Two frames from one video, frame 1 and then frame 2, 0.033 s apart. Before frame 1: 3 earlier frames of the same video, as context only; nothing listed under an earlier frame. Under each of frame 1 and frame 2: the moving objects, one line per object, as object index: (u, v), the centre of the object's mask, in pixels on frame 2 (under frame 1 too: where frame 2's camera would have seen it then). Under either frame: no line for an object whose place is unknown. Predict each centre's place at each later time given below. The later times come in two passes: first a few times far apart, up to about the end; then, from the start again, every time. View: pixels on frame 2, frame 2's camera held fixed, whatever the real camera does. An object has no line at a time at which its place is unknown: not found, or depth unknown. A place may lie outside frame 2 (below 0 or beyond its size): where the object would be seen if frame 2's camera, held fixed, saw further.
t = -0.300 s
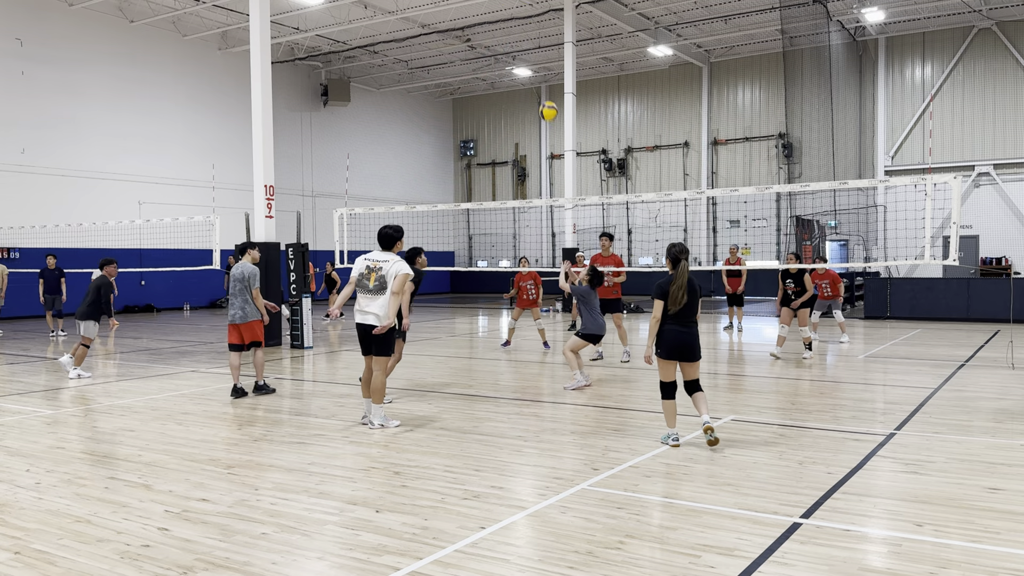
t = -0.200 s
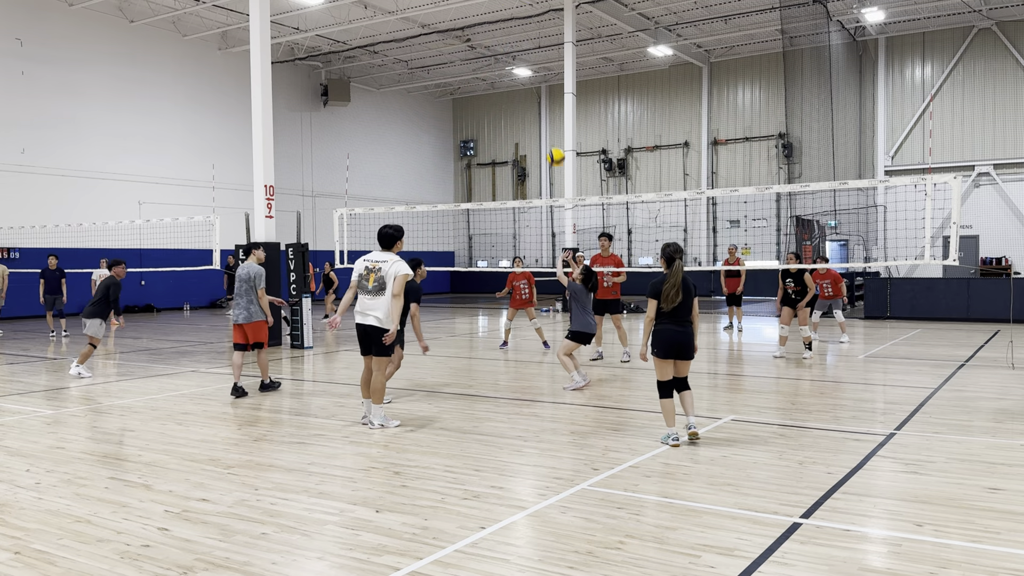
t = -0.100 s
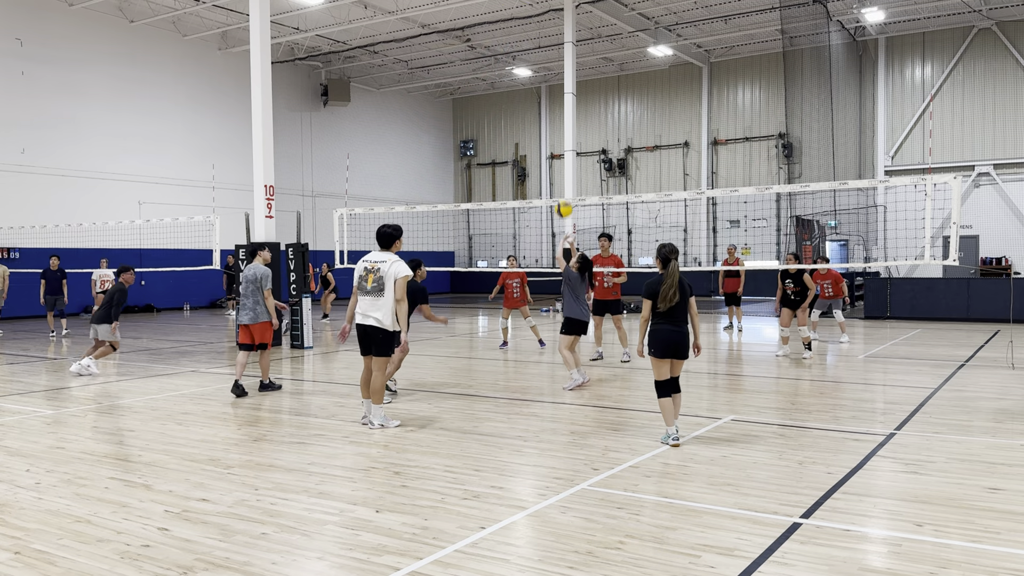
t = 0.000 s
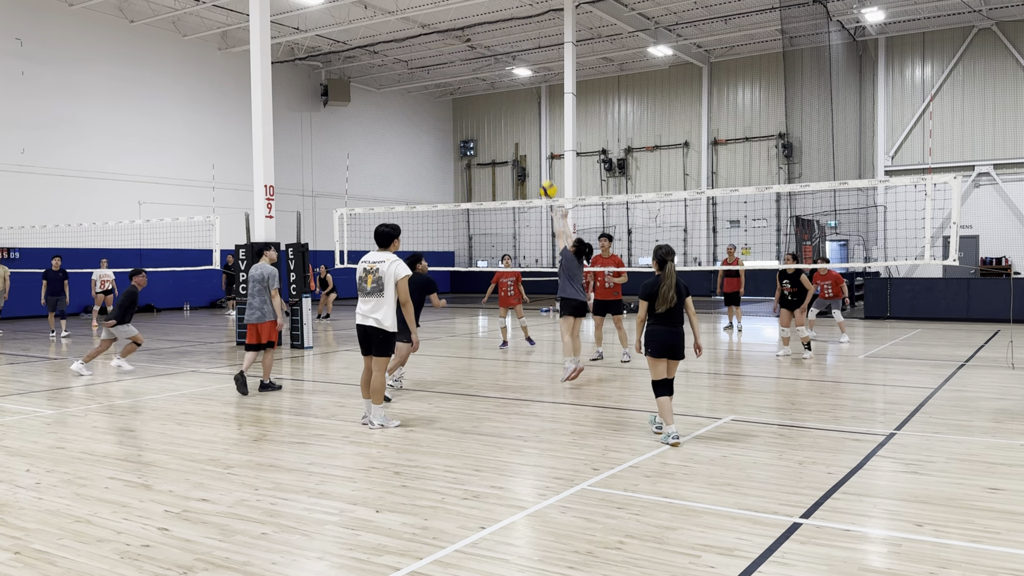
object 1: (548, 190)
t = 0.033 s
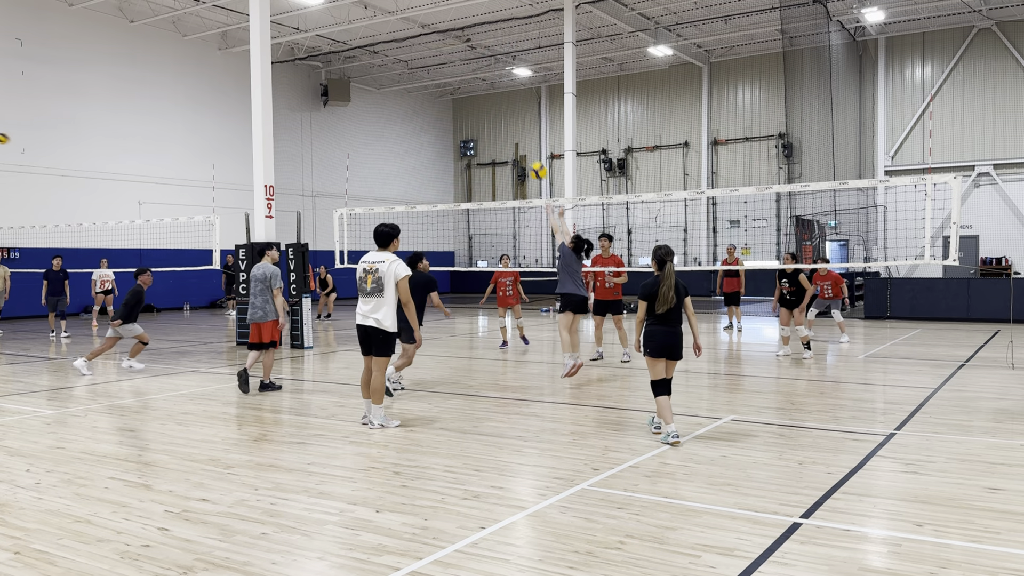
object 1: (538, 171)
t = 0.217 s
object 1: (489, 91)
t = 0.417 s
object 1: (440, 39)
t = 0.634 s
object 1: (391, 22)
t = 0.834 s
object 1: (350, 40)
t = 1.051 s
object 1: (310, 90)
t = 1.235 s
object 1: (280, 154)
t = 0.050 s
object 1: (533, 162)
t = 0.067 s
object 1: (529, 154)
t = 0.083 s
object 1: (524, 146)
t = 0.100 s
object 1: (520, 138)
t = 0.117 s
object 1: (515, 131)
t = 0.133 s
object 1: (511, 123)
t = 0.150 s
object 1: (506, 116)
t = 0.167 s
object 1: (502, 109)
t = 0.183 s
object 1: (498, 103)
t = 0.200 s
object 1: (493, 97)
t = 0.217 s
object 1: (489, 91)
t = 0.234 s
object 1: (485, 85)
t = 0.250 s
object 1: (481, 80)
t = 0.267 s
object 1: (477, 74)
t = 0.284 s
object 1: (472, 69)
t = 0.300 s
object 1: (468, 65)
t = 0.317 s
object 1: (464, 60)
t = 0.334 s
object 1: (460, 56)
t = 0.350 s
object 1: (456, 52)
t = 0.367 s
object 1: (452, 49)
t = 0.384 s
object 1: (448, 45)
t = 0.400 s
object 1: (444, 42)
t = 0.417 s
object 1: (440, 39)
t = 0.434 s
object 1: (436, 36)
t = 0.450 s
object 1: (432, 33)
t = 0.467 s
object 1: (428, 31)
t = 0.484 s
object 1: (424, 29)
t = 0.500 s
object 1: (420, 28)
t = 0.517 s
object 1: (417, 26)
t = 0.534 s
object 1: (413, 25)
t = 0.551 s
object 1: (409, 24)
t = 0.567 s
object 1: (405, 23)
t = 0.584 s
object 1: (402, 23)
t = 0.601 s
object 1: (398, 22)
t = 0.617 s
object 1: (394, 22)
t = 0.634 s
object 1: (391, 22)
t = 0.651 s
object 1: (387, 23)
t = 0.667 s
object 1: (384, 23)
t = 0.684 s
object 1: (380, 24)
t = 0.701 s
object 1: (377, 25)
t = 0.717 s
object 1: (373, 26)
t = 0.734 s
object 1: (370, 27)
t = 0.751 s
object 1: (367, 29)
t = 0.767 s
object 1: (363, 31)
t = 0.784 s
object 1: (360, 33)
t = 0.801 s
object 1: (356, 35)
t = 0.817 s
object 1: (353, 37)
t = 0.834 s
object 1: (350, 40)
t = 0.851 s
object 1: (347, 42)
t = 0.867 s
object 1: (343, 46)
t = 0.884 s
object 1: (340, 49)
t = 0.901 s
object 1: (337, 52)
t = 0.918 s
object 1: (334, 55)
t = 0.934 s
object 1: (331, 59)
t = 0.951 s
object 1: (328, 63)
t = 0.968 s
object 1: (325, 67)
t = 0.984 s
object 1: (322, 71)
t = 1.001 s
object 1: (319, 76)
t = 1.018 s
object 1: (316, 80)
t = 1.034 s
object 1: (313, 85)
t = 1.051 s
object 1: (310, 90)
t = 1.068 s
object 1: (307, 95)
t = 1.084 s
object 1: (304, 100)
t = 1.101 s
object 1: (302, 105)
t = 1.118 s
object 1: (299, 111)
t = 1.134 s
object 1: (296, 116)
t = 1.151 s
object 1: (294, 122)
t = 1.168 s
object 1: (291, 128)
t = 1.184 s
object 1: (288, 135)
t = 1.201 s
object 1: (286, 141)
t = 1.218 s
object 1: (283, 148)
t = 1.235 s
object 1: (280, 154)
